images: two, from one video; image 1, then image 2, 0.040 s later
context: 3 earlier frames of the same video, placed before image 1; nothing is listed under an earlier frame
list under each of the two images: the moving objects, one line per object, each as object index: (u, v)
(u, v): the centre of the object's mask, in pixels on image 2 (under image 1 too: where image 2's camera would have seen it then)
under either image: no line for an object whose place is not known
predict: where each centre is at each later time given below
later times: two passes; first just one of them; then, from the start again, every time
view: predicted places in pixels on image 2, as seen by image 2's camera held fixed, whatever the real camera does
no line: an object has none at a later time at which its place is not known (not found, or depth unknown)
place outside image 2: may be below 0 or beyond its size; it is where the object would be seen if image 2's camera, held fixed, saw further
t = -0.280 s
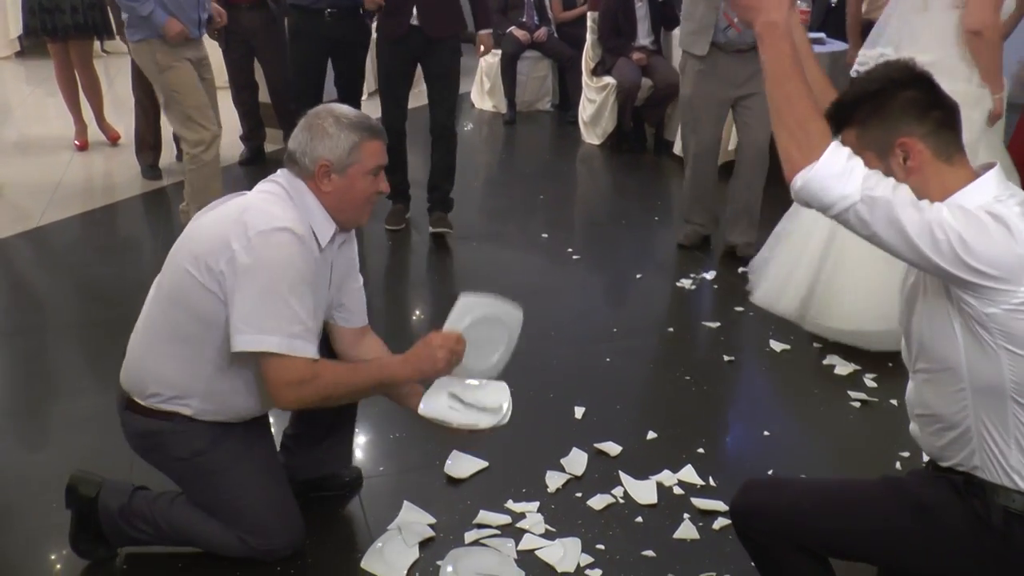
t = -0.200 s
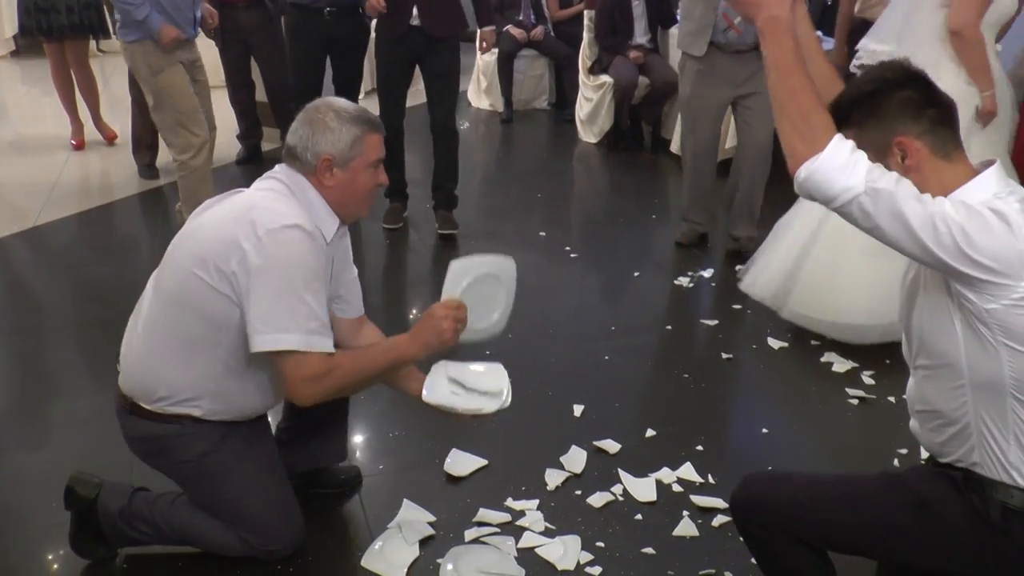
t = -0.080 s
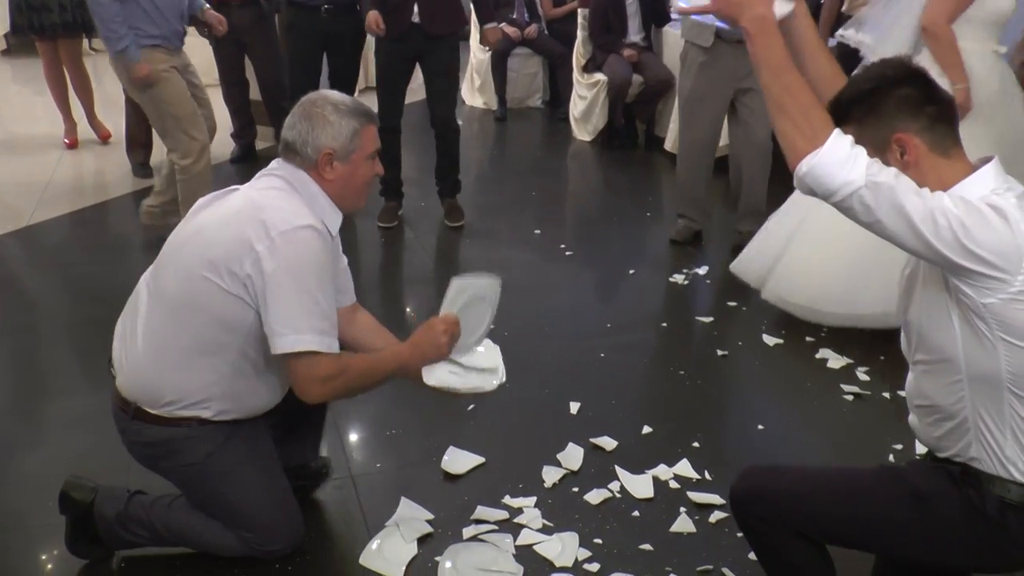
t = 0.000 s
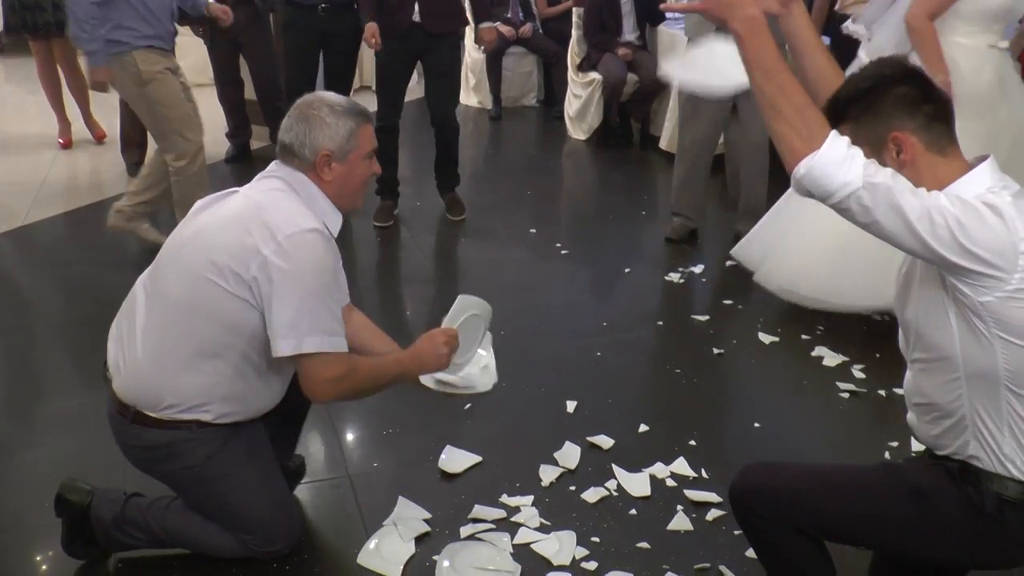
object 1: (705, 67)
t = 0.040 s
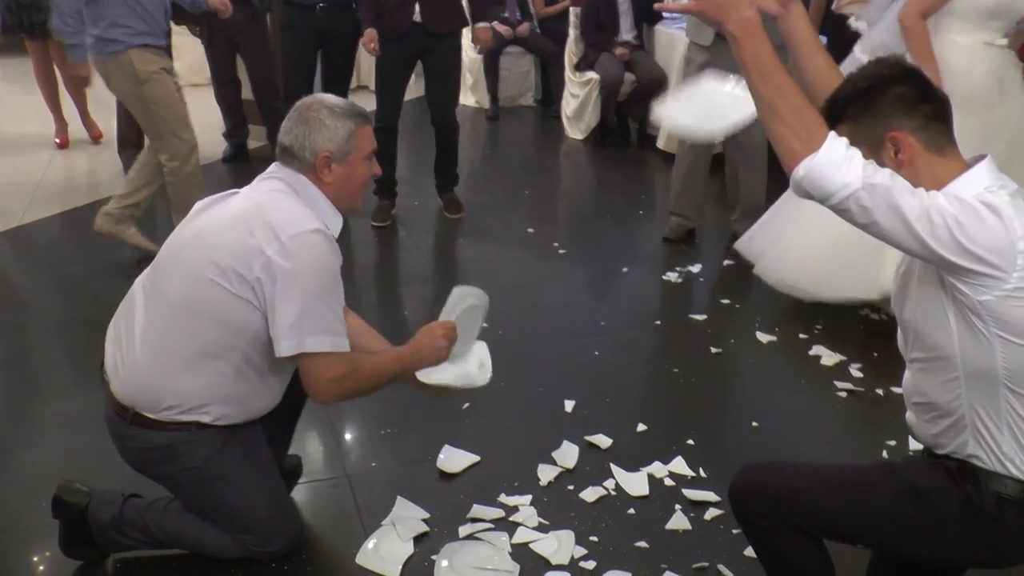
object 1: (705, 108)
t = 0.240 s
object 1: (668, 390)
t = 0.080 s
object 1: (702, 155)
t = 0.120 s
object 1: (695, 208)
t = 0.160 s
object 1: (686, 266)
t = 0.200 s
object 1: (678, 327)
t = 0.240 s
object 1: (668, 390)
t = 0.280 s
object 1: (658, 453)
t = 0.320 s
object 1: (646, 523)
